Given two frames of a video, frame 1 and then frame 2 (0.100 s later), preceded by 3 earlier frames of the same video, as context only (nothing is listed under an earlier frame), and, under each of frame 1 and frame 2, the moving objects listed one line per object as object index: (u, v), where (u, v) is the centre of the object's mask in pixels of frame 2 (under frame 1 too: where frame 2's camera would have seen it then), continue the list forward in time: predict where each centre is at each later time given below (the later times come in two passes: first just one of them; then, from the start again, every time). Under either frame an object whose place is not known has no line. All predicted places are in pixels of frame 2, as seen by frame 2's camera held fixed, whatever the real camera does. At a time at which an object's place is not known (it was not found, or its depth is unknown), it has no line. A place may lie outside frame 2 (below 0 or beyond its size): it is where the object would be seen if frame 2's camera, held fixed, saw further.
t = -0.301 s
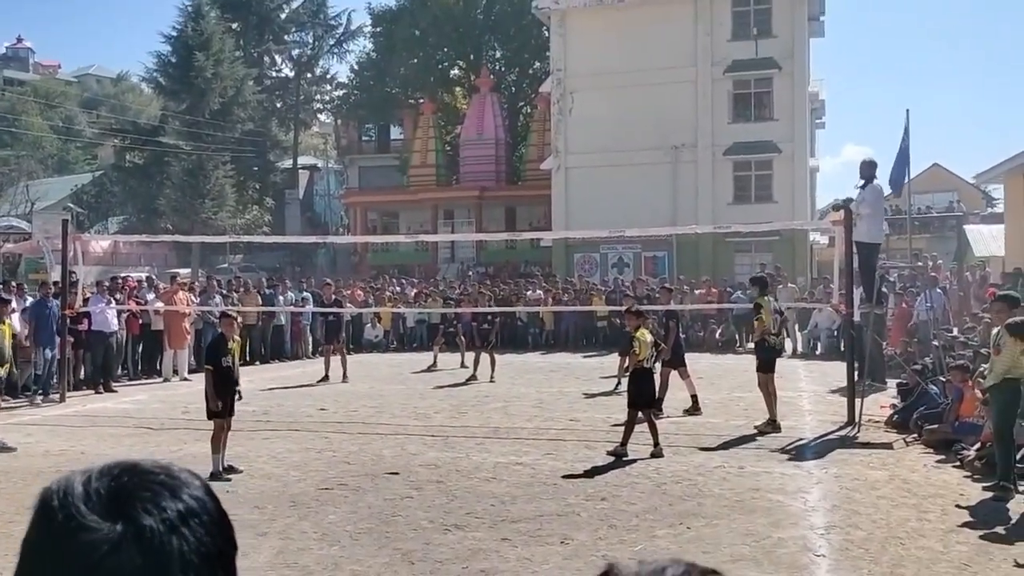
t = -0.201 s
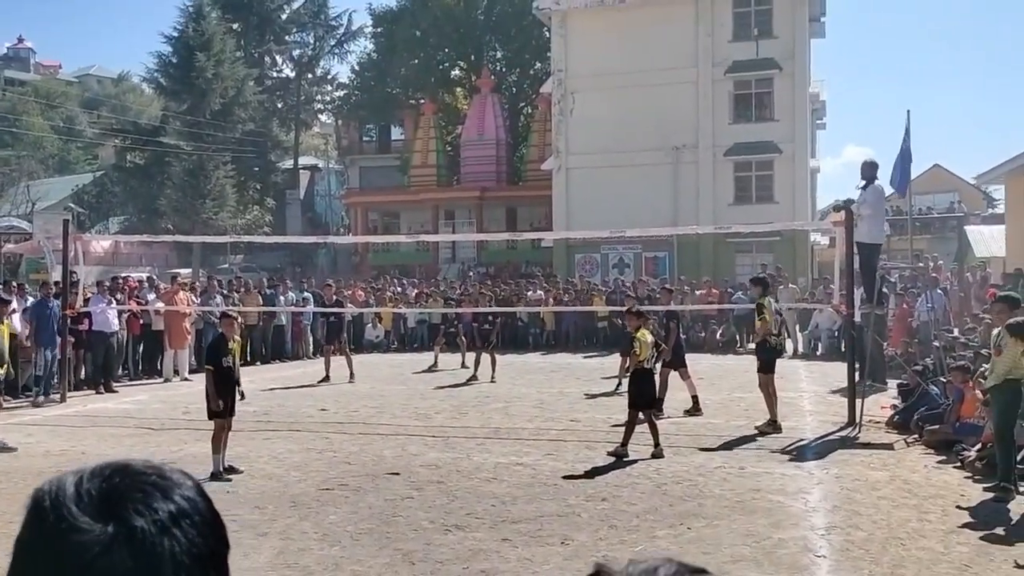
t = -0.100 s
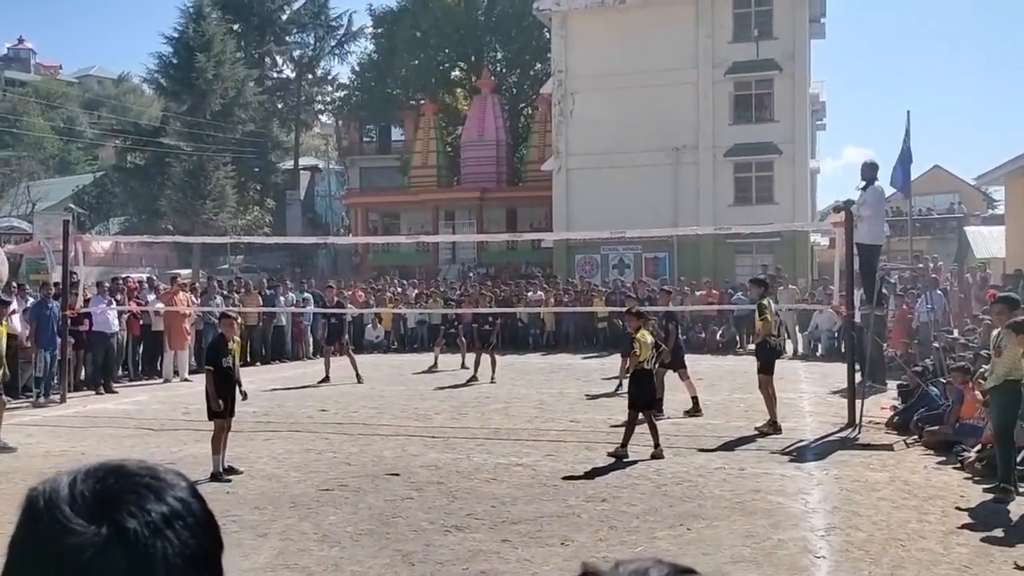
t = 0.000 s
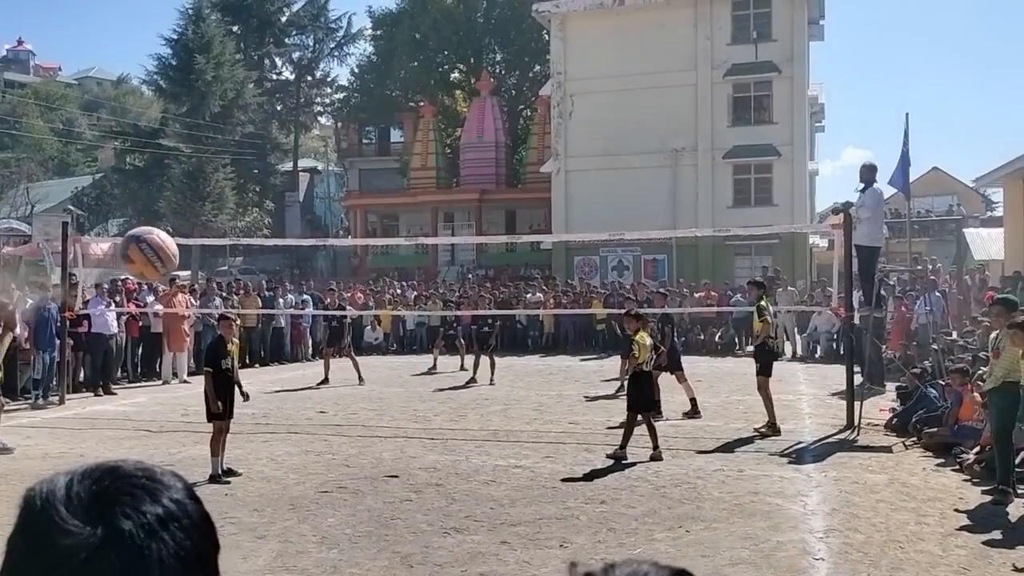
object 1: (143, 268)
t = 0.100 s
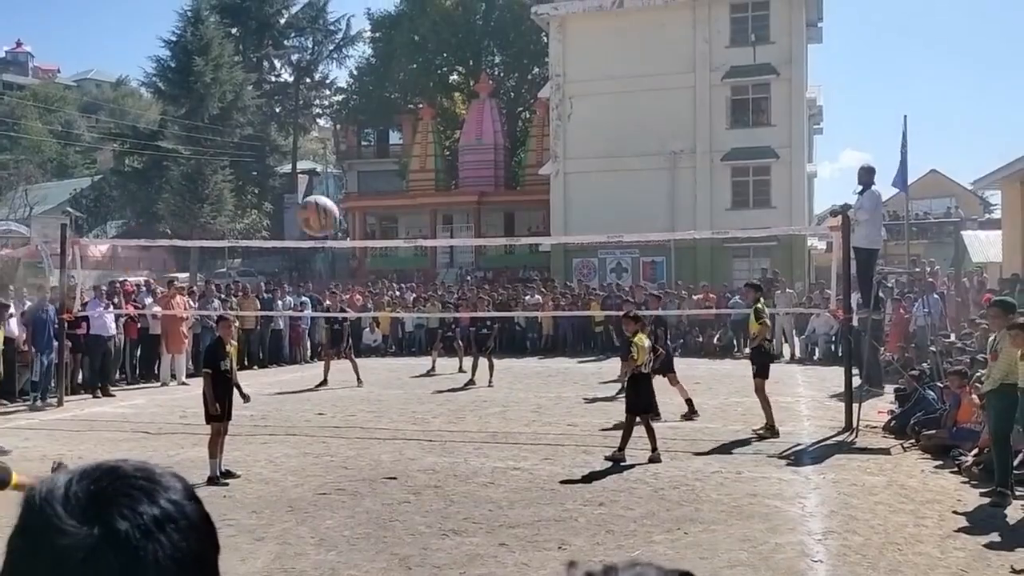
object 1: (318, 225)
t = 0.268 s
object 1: (462, 219)
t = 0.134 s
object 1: (357, 218)
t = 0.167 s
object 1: (389, 216)
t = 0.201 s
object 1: (417, 214)
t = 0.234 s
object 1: (440, 216)
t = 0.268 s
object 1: (462, 219)
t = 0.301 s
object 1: (480, 222)
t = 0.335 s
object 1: (497, 229)
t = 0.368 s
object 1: (512, 233)
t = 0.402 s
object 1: (526, 240)
